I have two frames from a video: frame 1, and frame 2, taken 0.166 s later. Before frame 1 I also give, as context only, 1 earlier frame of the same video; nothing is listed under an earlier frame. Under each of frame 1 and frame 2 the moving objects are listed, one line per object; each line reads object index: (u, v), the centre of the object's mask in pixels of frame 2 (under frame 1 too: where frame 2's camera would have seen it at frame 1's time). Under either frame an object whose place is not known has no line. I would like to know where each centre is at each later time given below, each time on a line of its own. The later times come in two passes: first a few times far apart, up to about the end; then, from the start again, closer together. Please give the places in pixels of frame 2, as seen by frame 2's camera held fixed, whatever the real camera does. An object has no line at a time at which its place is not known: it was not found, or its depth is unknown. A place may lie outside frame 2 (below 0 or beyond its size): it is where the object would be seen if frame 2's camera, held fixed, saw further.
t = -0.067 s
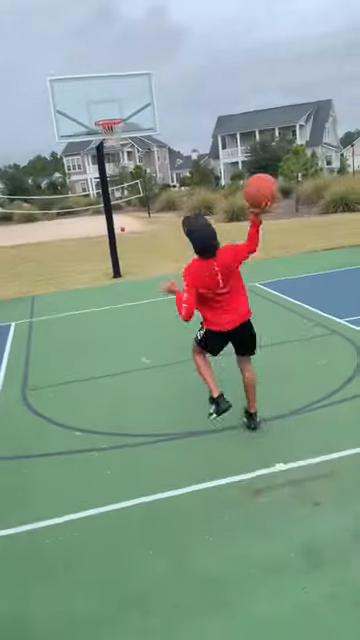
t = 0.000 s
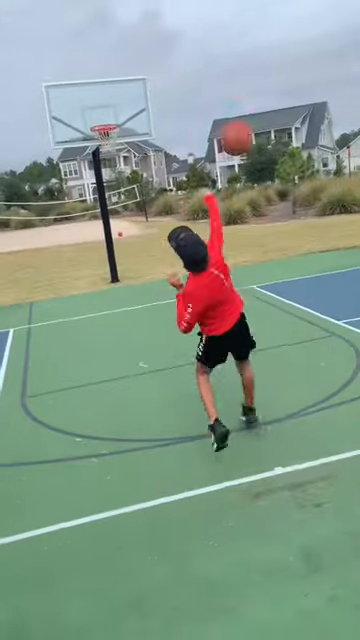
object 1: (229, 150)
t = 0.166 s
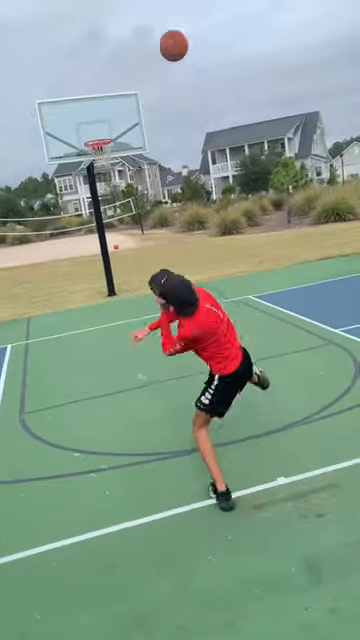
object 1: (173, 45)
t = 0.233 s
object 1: (157, 20)
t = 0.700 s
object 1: (97, 1)
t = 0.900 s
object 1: (88, 45)
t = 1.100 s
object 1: (86, 104)
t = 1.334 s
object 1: (87, 125)
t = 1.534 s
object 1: (90, 122)
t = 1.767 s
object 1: (97, 136)
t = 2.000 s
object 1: (96, 144)
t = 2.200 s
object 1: (99, 153)
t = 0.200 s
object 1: (165, 32)
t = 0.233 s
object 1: (157, 20)
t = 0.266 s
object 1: (149, 10)
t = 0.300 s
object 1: (143, 2)
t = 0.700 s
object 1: (97, 1)
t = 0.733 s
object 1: (95, 7)
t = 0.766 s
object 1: (93, 14)
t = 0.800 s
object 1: (91, 21)
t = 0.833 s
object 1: (90, 28)
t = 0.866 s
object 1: (89, 37)
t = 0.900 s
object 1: (88, 45)
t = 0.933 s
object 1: (88, 54)
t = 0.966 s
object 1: (87, 63)
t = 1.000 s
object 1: (86, 73)
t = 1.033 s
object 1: (86, 83)
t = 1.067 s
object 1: (86, 93)
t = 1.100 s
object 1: (86, 104)
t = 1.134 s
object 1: (86, 115)
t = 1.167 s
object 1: (86, 126)
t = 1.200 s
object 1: (86, 136)
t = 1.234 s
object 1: (86, 132)
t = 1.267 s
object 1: (86, 129)
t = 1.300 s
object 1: (87, 127)
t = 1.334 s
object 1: (87, 125)
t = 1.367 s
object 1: (87, 124)
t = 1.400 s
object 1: (88, 124)
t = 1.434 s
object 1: (88, 124)
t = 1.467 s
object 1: (89, 124)
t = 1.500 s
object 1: (90, 123)
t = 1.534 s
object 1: (90, 122)
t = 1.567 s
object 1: (91, 123)
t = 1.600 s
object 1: (92, 123)
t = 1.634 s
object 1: (93, 125)
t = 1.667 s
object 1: (94, 128)
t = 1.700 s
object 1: (96, 131)
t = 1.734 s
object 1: (97, 133)
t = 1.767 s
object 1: (97, 136)
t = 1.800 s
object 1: (97, 136)
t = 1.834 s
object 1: (97, 136)
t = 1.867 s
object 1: (96, 138)
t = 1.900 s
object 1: (96, 140)
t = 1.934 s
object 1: (96, 143)
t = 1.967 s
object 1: (96, 143)
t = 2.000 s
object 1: (96, 144)
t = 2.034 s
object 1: (97, 146)
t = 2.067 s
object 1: (98, 149)
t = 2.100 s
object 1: (98, 152)
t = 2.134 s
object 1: (98, 153)
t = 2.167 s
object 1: (98, 153)
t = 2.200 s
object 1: (99, 153)
